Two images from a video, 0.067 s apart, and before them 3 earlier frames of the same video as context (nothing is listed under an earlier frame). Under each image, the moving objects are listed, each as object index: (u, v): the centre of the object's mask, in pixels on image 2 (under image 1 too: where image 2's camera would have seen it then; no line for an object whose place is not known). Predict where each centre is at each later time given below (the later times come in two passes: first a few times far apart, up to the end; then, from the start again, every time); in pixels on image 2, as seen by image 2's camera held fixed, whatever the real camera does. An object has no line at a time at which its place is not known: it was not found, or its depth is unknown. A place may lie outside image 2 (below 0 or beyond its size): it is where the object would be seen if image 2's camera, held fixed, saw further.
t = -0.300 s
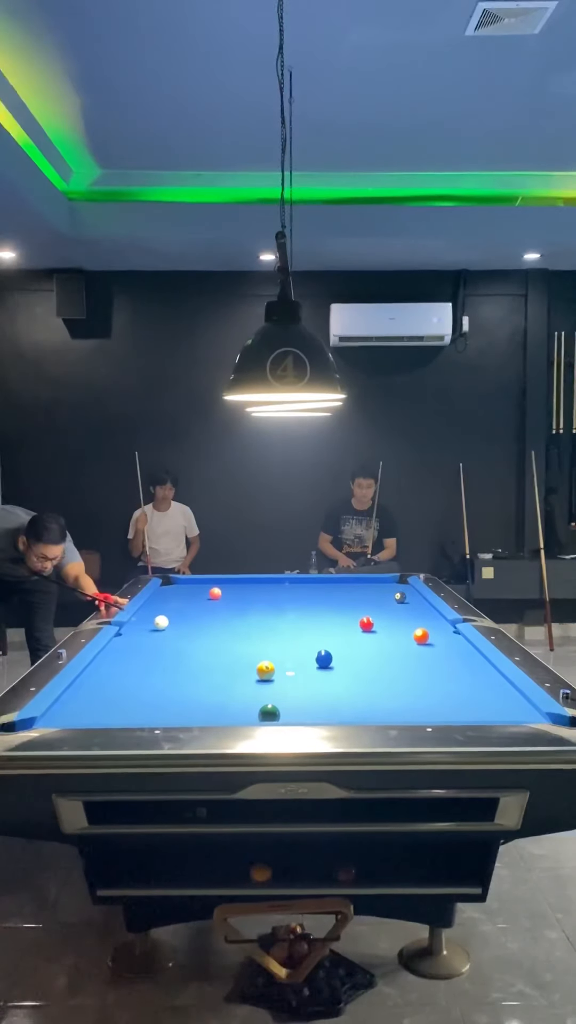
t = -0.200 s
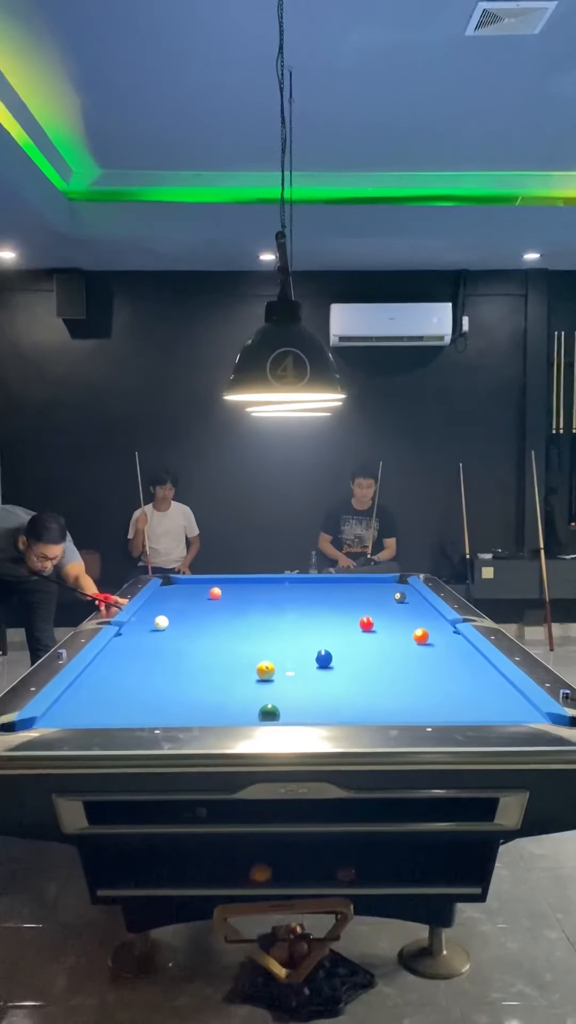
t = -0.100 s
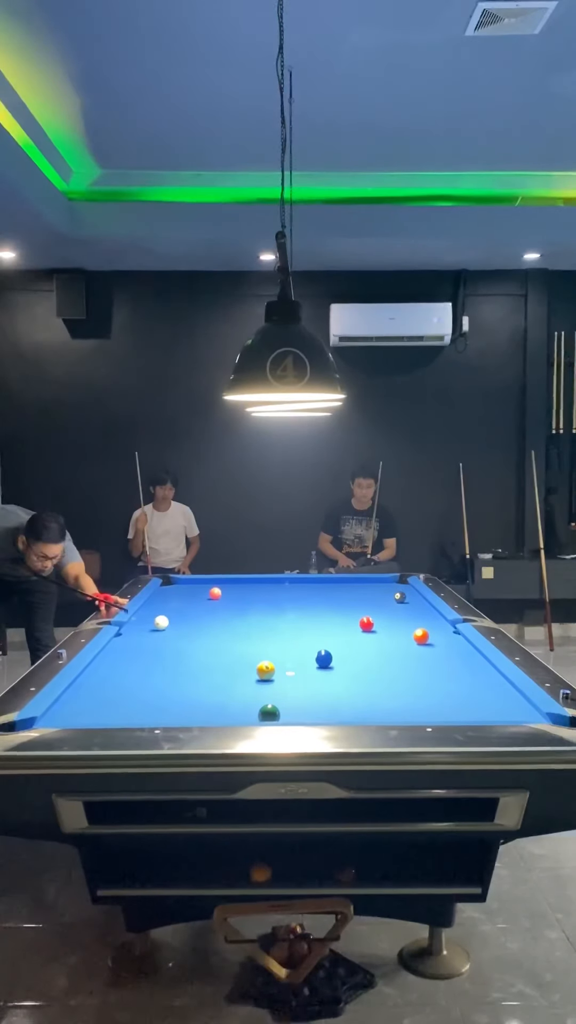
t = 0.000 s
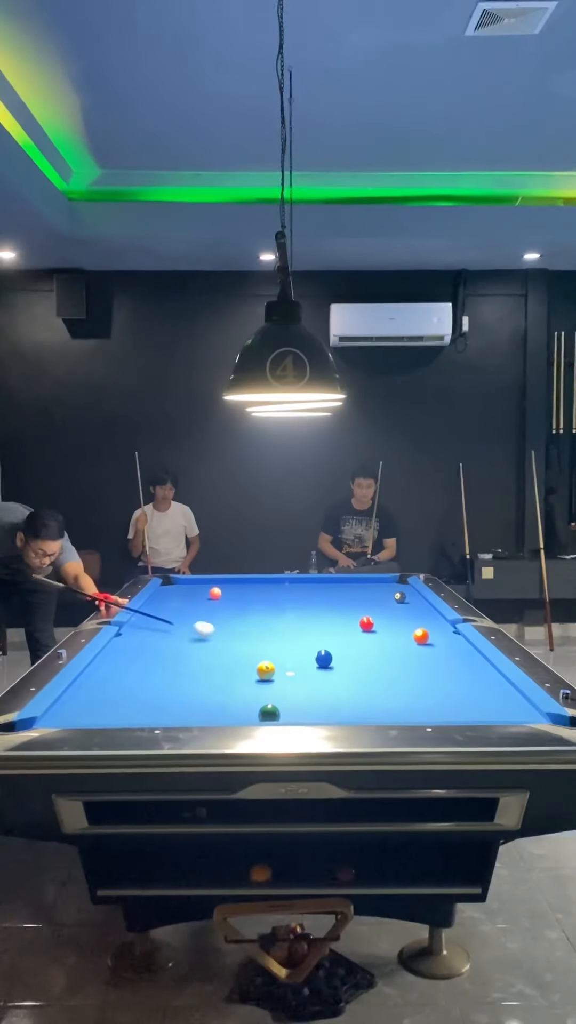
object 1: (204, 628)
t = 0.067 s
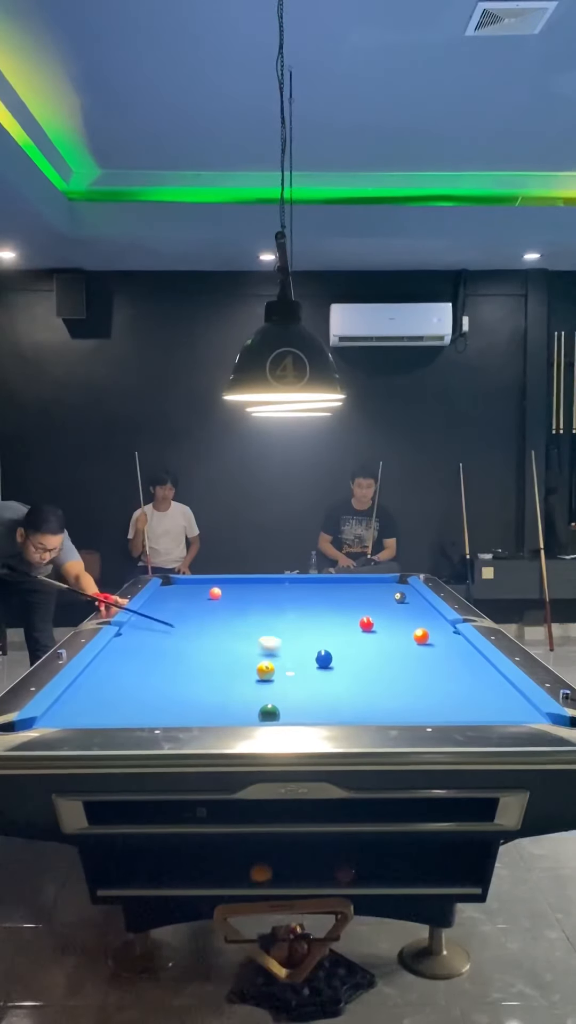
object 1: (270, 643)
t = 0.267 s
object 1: (332, 654)
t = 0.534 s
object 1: (363, 653)
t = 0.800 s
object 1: (391, 652)
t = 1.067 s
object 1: (417, 650)
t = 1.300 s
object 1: (439, 649)
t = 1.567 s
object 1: (461, 648)
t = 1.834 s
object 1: (459, 647)
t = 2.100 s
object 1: (447, 645)
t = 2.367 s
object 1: (438, 645)
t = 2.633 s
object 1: (430, 643)
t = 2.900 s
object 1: (425, 642)
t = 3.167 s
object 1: (421, 641)
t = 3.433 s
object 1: (419, 641)
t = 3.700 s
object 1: (419, 641)
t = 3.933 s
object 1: (419, 641)
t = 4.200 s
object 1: (419, 641)
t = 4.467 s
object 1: (419, 641)
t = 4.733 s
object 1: (419, 641)
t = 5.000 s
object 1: (419, 641)
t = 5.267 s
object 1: (419, 641)
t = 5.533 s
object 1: (419, 641)
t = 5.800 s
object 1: (419, 641)
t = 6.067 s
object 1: (419, 641)
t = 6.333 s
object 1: (419, 641)
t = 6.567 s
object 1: (419, 641)
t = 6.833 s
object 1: (419, 641)
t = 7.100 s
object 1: (419, 641)
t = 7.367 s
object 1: (419, 641)
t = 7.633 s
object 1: (419, 641)
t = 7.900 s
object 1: (419, 641)
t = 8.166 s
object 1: (419, 641)
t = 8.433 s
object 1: (419, 641)
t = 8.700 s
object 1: (419, 641)
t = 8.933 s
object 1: (419, 641)
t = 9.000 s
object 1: (419, 641)
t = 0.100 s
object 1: (306, 652)
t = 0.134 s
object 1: (316, 655)
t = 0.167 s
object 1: (320, 655)
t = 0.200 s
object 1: (324, 654)
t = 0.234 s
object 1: (328, 654)
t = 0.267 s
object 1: (332, 654)
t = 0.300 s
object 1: (336, 654)
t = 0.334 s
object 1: (340, 654)
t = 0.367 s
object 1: (344, 654)
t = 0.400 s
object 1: (348, 654)
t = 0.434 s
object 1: (351, 653)
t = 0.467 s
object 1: (355, 653)
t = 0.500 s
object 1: (359, 653)
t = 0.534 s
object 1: (363, 653)
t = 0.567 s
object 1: (366, 653)
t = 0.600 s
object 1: (370, 652)
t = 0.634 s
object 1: (373, 652)
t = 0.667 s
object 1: (377, 652)
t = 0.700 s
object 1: (380, 652)
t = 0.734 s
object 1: (384, 652)
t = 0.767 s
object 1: (388, 651)
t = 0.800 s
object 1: (391, 652)
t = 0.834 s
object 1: (394, 651)
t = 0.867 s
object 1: (398, 651)
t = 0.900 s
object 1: (401, 651)
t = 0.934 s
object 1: (404, 651)
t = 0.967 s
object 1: (408, 651)
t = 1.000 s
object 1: (411, 651)
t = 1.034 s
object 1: (414, 651)
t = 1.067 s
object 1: (417, 650)
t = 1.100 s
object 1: (421, 650)
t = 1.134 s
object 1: (424, 650)
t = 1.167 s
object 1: (427, 650)
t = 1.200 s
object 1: (430, 650)
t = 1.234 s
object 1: (433, 650)
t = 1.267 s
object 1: (436, 649)
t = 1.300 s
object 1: (439, 649)
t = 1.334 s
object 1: (441, 649)
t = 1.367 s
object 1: (444, 649)
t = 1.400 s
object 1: (448, 649)
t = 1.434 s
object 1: (450, 649)
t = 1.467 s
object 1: (453, 649)
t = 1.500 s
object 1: (456, 649)
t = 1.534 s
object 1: (459, 649)
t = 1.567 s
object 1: (461, 648)
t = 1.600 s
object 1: (464, 649)
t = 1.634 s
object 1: (467, 648)
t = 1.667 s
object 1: (468, 648)
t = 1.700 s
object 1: (466, 648)
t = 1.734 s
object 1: (464, 648)
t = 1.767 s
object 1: (462, 647)
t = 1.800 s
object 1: (461, 647)
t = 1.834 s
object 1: (459, 647)
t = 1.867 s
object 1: (457, 647)
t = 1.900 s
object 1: (456, 647)
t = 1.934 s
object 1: (455, 646)
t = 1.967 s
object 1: (453, 646)
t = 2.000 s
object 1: (452, 646)
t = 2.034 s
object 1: (450, 646)
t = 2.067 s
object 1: (448, 646)
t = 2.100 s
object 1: (447, 645)
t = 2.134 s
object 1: (446, 645)
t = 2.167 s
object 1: (445, 645)
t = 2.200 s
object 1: (444, 645)
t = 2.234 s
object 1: (442, 645)
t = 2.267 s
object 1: (441, 645)
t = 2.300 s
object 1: (440, 644)
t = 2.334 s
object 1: (439, 644)
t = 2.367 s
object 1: (438, 645)
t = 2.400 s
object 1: (437, 644)
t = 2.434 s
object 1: (436, 644)
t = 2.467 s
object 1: (435, 644)
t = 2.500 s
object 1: (434, 644)
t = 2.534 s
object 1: (433, 643)
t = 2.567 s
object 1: (432, 643)
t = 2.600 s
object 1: (431, 643)
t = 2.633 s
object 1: (430, 643)
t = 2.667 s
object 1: (430, 643)
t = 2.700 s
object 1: (429, 643)
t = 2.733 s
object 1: (428, 643)
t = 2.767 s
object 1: (427, 642)
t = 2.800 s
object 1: (427, 643)
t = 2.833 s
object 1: (426, 643)
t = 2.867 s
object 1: (426, 643)
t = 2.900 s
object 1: (425, 642)
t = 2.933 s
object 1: (424, 642)
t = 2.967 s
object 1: (424, 642)
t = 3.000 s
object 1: (423, 641)
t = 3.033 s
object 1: (423, 642)
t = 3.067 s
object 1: (422, 642)
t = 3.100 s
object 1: (422, 642)
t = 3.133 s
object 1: (421, 641)
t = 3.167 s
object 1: (421, 641)
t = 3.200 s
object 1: (420, 641)
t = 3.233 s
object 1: (420, 641)
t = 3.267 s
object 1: (420, 641)
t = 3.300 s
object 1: (419, 641)
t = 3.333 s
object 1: (419, 641)
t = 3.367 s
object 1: (419, 641)
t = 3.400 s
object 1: (419, 641)
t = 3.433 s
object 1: (419, 641)
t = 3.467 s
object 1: (419, 641)
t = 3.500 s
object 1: (419, 641)
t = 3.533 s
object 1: (419, 641)
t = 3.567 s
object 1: (419, 641)
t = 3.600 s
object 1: (419, 641)
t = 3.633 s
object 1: (419, 641)
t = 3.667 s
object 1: (419, 641)
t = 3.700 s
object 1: (419, 641)
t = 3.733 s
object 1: (419, 641)
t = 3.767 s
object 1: (419, 641)
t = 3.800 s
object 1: (419, 641)
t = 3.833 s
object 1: (419, 641)
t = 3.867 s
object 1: (419, 641)
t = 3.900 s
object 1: (419, 641)
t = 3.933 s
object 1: (419, 641)
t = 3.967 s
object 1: (419, 641)
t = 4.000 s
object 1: (419, 641)
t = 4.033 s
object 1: (419, 641)
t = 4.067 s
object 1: (419, 641)
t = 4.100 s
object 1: (419, 641)
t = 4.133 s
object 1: (419, 641)
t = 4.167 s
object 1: (419, 641)
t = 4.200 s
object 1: (419, 641)
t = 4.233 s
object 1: (419, 641)
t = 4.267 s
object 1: (419, 641)
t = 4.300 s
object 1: (419, 641)
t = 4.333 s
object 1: (419, 641)
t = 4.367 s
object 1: (419, 641)
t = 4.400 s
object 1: (419, 641)
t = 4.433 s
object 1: (419, 641)
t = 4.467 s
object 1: (419, 641)
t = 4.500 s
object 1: (419, 641)
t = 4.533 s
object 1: (419, 641)
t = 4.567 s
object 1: (419, 641)
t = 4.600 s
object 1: (419, 641)
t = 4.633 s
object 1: (419, 641)
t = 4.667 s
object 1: (419, 641)
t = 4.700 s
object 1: (419, 641)
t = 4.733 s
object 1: (419, 641)
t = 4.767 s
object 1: (419, 641)
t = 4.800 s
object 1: (419, 641)
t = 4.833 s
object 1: (419, 641)
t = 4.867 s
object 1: (419, 641)
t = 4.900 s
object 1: (419, 641)
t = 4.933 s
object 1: (419, 641)
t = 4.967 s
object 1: (419, 641)
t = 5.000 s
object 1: (419, 641)
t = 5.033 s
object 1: (419, 641)
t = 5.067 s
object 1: (419, 641)
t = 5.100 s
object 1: (419, 641)
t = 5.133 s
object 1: (419, 641)
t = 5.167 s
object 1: (419, 641)
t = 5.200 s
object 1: (419, 641)
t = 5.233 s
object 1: (419, 641)
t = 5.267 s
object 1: (419, 641)
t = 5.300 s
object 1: (419, 641)
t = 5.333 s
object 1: (419, 641)
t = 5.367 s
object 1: (419, 641)
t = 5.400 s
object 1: (419, 641)
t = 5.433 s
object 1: (419, 641)
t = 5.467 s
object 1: (419, 641)
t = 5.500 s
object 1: (419, 641)
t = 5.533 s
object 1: (419, 641)
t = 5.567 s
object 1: (419, 641)
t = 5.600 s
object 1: (419, 641)
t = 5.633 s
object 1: (419, 641)
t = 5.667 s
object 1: (419, 641)
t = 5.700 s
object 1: (419, 641)
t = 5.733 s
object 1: (419, 641)
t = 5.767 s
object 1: (419, 641)
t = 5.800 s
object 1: (419, 641)
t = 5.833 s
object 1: (419, 641)
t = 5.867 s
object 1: (419, 641)
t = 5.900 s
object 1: (419, 641)
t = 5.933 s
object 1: (419, 641)
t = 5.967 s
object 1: (419, 641)
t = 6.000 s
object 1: (419, 641)
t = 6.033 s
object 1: (419, 641)
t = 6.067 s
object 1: (419, 641)
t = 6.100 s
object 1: (419, 641)
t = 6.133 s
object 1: (419, 641)
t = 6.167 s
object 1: (419, 641)
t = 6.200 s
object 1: (419, 641)
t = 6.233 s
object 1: (419, 641)
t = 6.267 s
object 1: (419, 641)
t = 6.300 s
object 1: (419, 641)
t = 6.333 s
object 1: (419, 641)
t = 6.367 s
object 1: (419, 641)
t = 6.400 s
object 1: (419, 641)
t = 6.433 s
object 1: (419, 641)
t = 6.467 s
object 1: (419, 641)
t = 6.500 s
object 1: (419, 641)
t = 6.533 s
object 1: (419, 641)
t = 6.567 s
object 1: (419, 641)
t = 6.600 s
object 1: (419, 641)
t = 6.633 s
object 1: (419, 641)
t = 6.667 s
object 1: (419, 641)
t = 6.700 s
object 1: (419, 641)
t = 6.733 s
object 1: (419, 641)
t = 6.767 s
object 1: (419, 641)
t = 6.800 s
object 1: (419, 641)
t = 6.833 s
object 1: (419, 641)
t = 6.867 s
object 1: (419, 641)
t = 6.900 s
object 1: (419, 641)
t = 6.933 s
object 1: (419, 641)
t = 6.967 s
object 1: (419, 641)
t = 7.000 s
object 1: (419, 641)
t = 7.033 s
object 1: (419, 641)
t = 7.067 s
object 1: (419, 641)
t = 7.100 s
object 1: (419, 641)
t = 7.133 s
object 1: (419, 641)
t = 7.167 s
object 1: (419, 641)
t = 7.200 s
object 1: (419, 641)
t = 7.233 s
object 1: (419, 641)
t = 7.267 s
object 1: (419, 641)
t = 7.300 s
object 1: (419, 641)
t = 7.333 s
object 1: (419, 641)
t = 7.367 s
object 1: (419, 641)
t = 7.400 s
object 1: (419, 641)
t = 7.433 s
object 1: (419, 641)
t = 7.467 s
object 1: (419, 641)
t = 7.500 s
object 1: (419, 641)
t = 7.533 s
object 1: (419, 641)
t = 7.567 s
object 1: (419, 641)
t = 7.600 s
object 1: (419, 641)
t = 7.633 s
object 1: (419, 641)
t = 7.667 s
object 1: (419, 641)
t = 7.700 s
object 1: (419, 641)
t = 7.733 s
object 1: (419, 641)
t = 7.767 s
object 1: (419, 641)
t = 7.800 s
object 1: (419, 641)
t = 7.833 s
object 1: (419, 641)
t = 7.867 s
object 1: (419, 641)
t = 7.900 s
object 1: (419, 641)
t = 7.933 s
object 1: (419, 641)
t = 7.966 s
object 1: (419, 641)
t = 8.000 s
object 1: (419, 641)
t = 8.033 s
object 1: (419, 641)
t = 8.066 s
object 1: (419, 641)
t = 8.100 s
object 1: (419, 641)
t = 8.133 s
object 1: (419, 641)
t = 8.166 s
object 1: (419, 641)
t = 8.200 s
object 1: (419, 641)
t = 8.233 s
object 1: (419, 641)
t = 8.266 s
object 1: (419, 641)
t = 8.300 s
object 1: (419, 641)
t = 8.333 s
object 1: (419, 641)
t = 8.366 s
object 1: (419, 641)
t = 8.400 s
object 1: (419, 641)
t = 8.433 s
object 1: (419, 641)
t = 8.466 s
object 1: (419, 641)
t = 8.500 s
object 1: (419, 641)
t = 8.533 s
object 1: (419, 641)
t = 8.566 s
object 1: (419, 641)
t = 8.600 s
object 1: (419, 641)
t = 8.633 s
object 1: (419, 641)
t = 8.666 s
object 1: (419, 641)
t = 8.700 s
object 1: (419, 641)
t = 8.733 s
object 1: (419, 641)
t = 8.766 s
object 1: (419, 641)
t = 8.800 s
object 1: (419, 641)
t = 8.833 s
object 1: (419, 641)
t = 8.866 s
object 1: (419, 641)
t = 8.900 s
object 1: (419, 641)
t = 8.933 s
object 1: (419, 641)
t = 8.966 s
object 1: (419, 641)
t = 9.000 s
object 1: (419, 641)
